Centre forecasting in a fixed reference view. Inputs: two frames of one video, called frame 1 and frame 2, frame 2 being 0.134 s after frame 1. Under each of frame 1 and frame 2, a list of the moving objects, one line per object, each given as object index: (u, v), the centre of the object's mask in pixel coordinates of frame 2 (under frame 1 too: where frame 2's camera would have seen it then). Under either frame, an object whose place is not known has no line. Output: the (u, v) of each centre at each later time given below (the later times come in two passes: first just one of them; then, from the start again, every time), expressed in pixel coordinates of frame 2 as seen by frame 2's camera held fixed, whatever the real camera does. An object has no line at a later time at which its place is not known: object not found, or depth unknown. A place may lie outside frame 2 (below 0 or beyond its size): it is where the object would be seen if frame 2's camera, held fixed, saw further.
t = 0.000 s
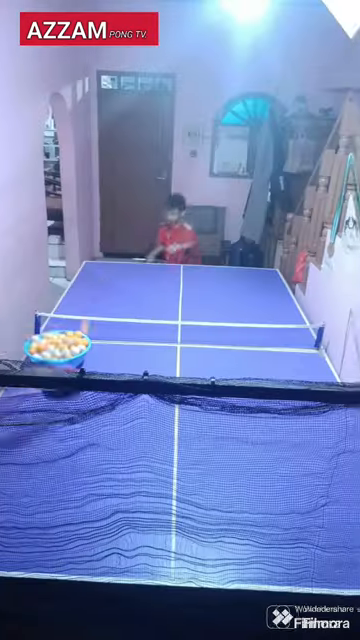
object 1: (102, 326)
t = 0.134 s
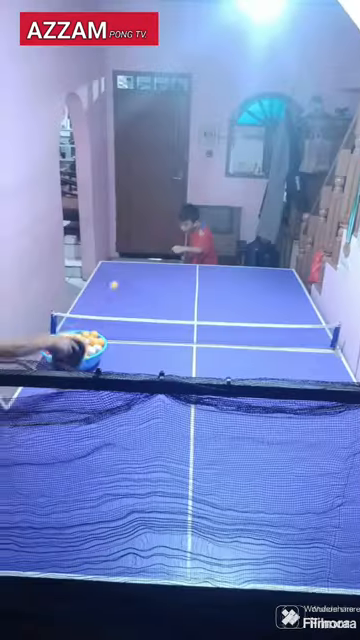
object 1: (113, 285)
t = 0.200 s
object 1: (119, 279)
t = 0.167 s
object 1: (116, 281)
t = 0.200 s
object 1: (119, 279)
